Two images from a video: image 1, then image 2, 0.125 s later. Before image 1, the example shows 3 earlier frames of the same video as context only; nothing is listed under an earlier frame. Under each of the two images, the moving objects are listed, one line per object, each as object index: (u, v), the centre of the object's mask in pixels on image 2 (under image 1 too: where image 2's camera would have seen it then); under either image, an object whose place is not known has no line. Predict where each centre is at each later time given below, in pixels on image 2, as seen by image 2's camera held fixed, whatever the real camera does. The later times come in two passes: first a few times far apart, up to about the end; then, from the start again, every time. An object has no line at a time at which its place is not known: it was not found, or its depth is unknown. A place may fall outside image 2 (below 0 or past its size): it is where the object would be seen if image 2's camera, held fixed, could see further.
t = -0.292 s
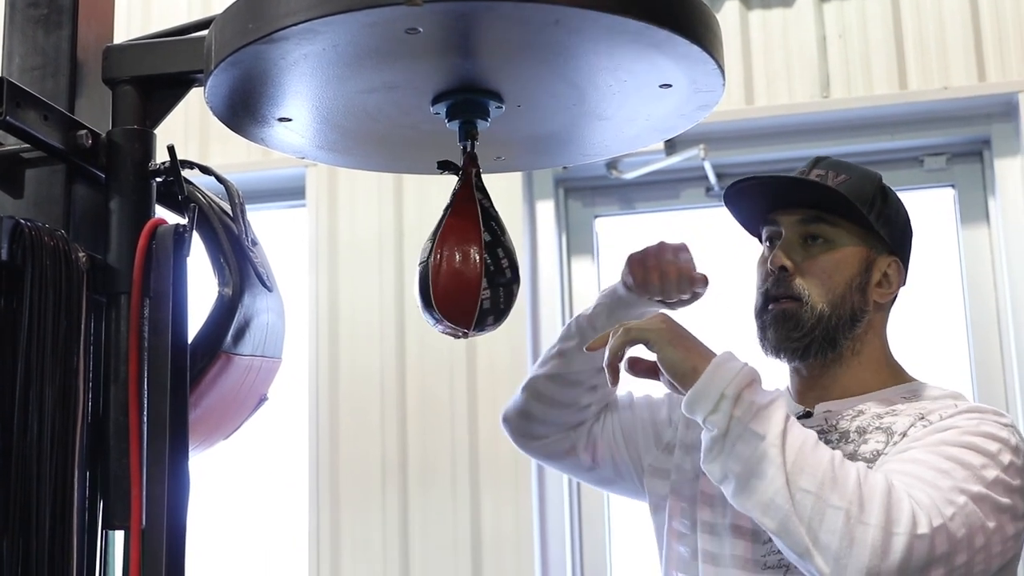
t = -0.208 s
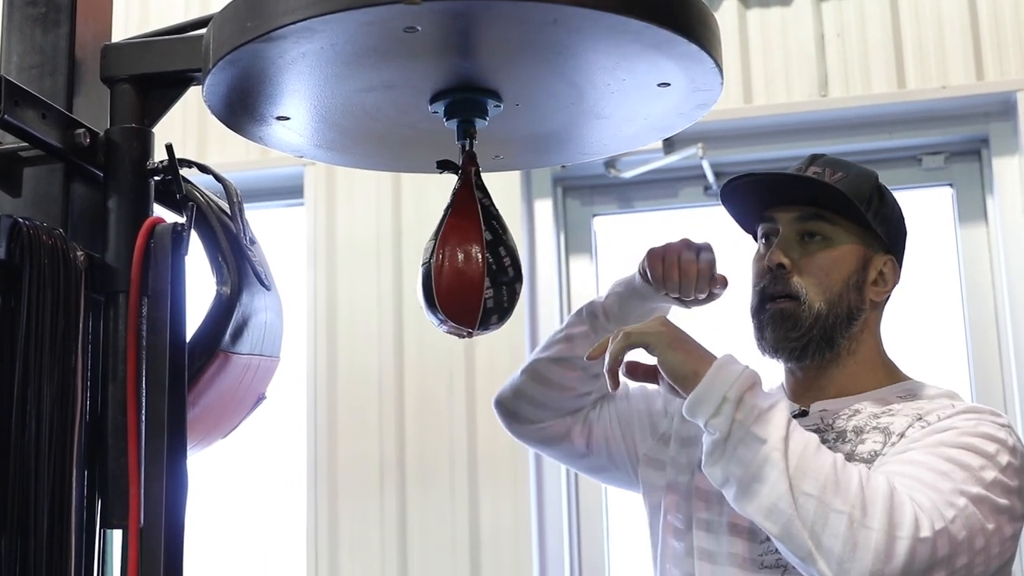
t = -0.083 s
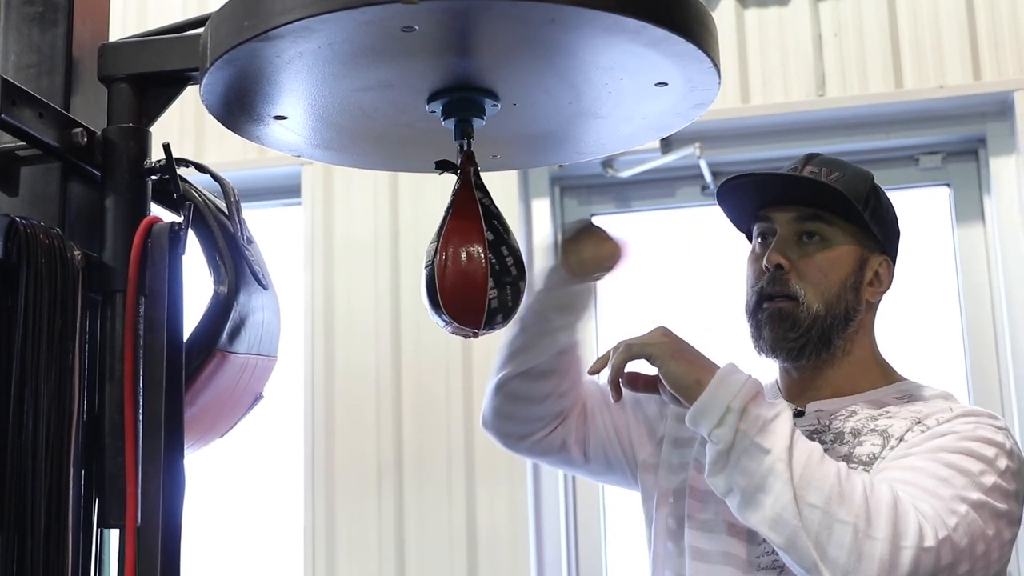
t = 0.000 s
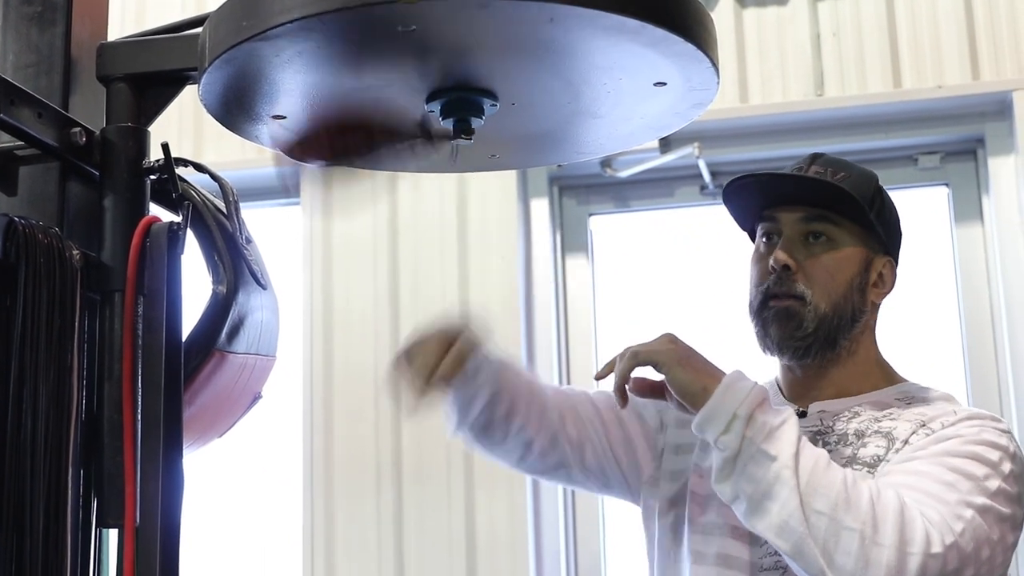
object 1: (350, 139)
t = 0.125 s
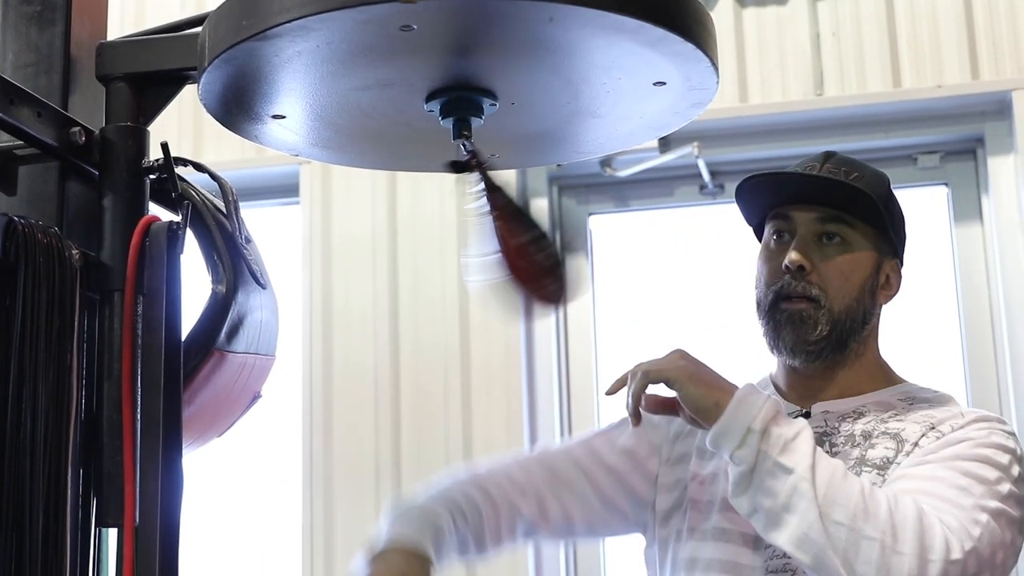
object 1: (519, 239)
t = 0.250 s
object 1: (549, 215)
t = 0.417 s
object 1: (342, 152)
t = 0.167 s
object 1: (566, 178)
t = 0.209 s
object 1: (570, 170)
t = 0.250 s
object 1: (549, 215)
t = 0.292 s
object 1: (486, 250)
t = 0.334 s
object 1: (416, 241)
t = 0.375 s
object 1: (366, 200)
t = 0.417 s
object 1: (342, 152)
